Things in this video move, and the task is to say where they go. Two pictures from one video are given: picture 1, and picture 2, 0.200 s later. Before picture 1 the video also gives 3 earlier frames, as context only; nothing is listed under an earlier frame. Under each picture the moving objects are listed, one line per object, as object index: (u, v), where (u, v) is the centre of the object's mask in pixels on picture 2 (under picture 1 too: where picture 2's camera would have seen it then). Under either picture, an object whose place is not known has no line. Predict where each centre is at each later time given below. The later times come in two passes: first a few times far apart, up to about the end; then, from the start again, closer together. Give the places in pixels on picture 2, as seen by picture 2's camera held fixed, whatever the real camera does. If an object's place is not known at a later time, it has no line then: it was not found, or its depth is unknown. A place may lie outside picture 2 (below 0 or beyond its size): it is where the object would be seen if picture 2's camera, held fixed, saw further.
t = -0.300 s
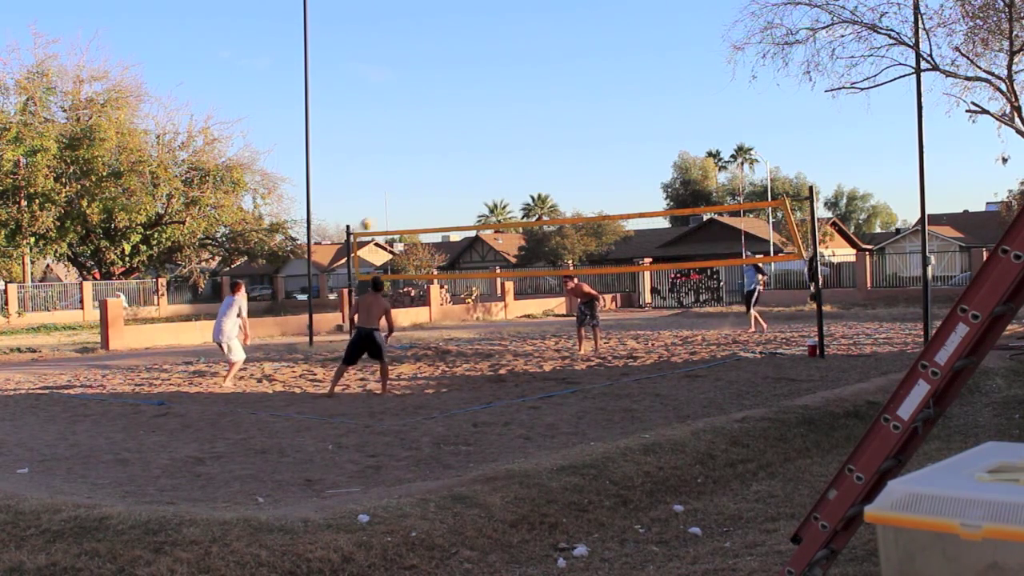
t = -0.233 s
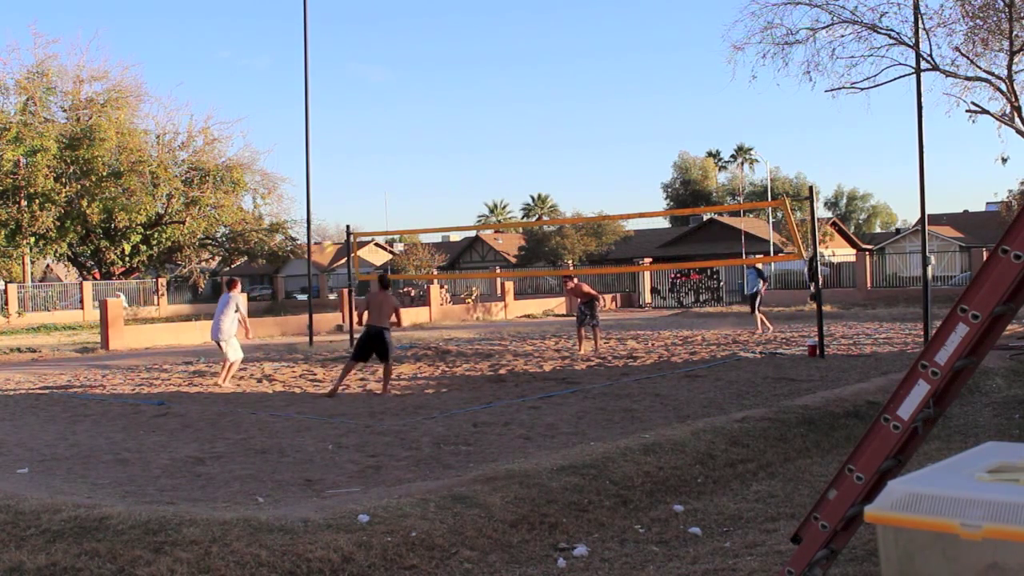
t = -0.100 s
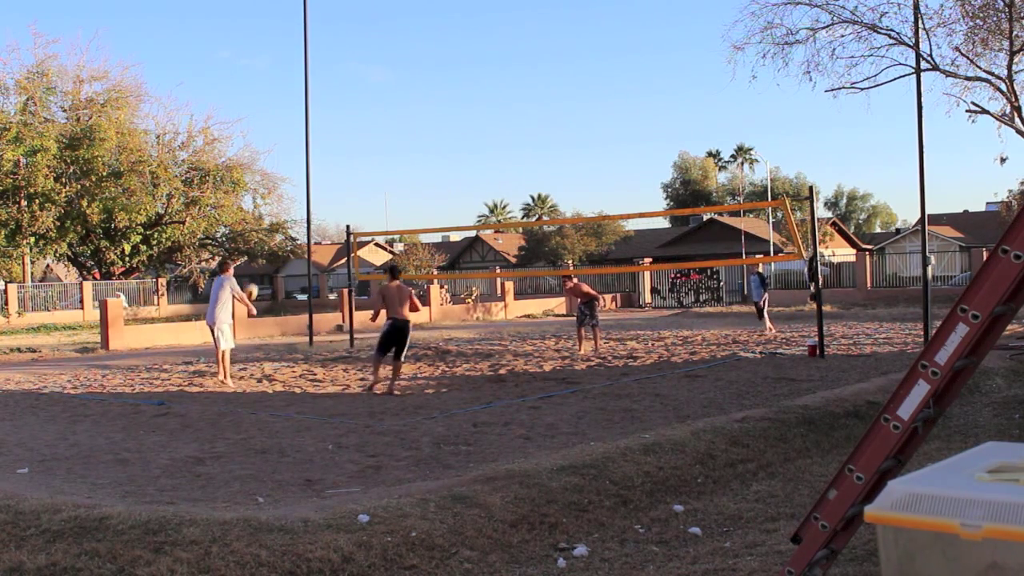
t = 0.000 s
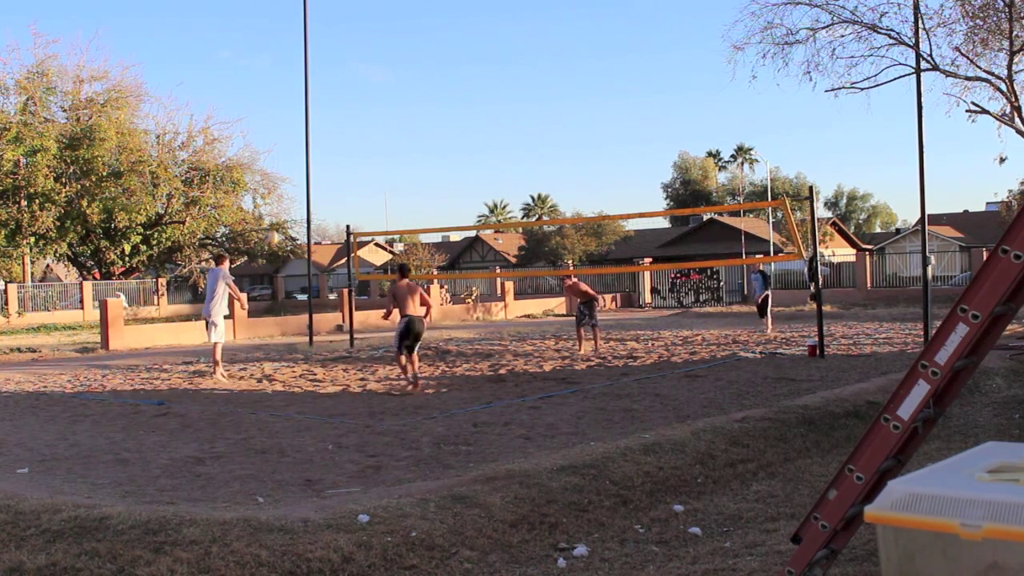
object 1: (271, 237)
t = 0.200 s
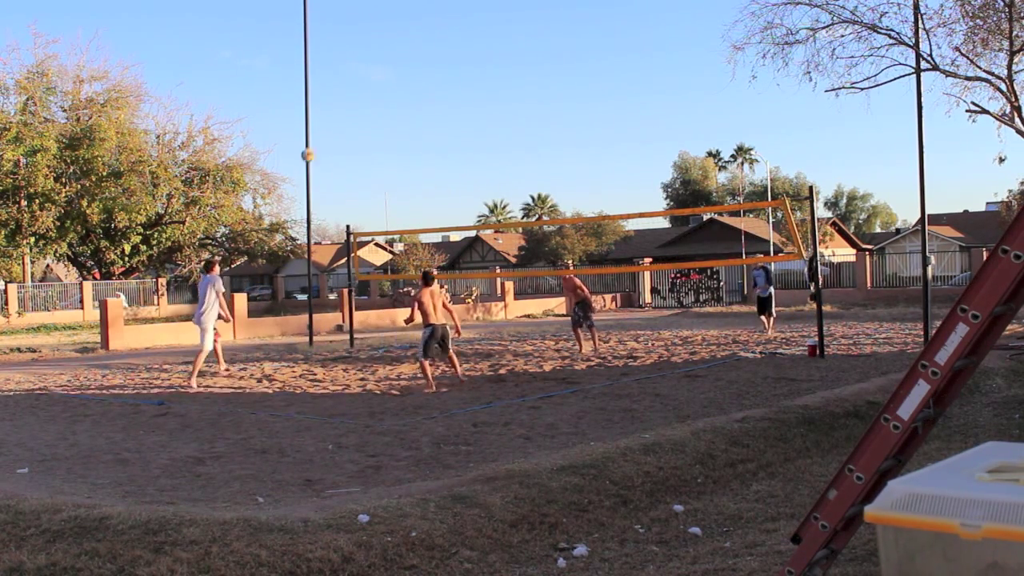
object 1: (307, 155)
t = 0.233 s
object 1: (313, 144)
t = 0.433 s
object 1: (348, 93)
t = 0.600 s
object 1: (375, 70)
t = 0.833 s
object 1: (412, 67)
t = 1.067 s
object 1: (449, 95)
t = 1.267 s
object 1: (478, 143)
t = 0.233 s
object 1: (313, 144)
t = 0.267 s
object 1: (319, 134)
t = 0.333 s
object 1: (331, 115)
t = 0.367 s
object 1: (337, 107)
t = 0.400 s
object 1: (342, 100)
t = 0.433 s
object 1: (348, 93)
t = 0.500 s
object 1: (359, 82)
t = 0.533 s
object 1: (364, 77)
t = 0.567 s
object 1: (370, 73)
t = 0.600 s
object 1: (375, 70)
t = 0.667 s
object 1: (386, 66)
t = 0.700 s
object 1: (391, 64)
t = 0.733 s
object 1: (396, 64)
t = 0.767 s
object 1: (402, 64)
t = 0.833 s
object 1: (412, 67)
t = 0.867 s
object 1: (418, 69)
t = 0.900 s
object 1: (423, 72)
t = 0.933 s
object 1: (428, 75)
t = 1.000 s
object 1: (439, 84)
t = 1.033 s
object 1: (444, 89)
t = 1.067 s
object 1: (449, 95)
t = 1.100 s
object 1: (453, 101)
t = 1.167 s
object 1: (463, 116)
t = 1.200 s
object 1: (468, 124)
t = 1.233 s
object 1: (473, 133)
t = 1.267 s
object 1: (478, 143)
